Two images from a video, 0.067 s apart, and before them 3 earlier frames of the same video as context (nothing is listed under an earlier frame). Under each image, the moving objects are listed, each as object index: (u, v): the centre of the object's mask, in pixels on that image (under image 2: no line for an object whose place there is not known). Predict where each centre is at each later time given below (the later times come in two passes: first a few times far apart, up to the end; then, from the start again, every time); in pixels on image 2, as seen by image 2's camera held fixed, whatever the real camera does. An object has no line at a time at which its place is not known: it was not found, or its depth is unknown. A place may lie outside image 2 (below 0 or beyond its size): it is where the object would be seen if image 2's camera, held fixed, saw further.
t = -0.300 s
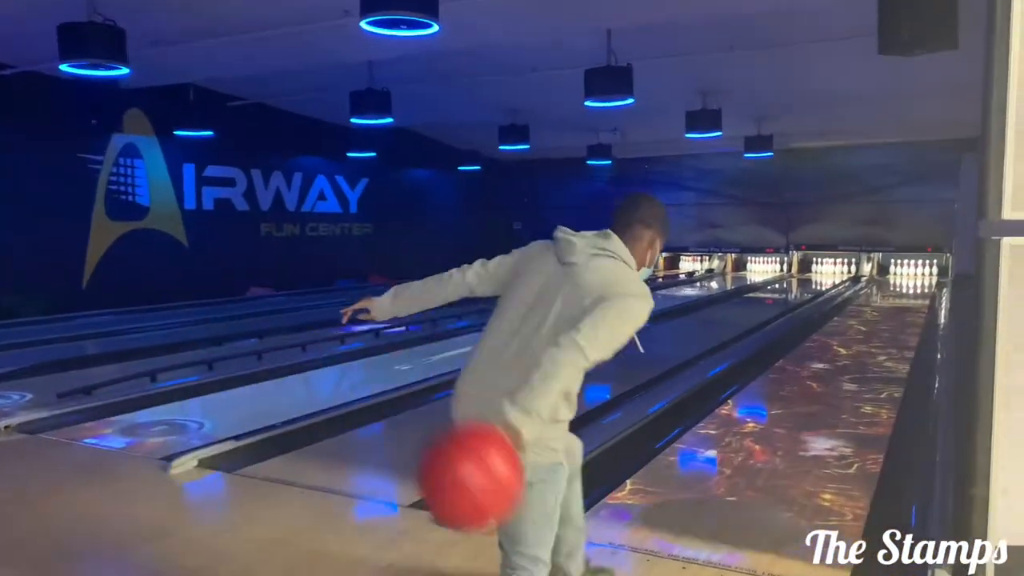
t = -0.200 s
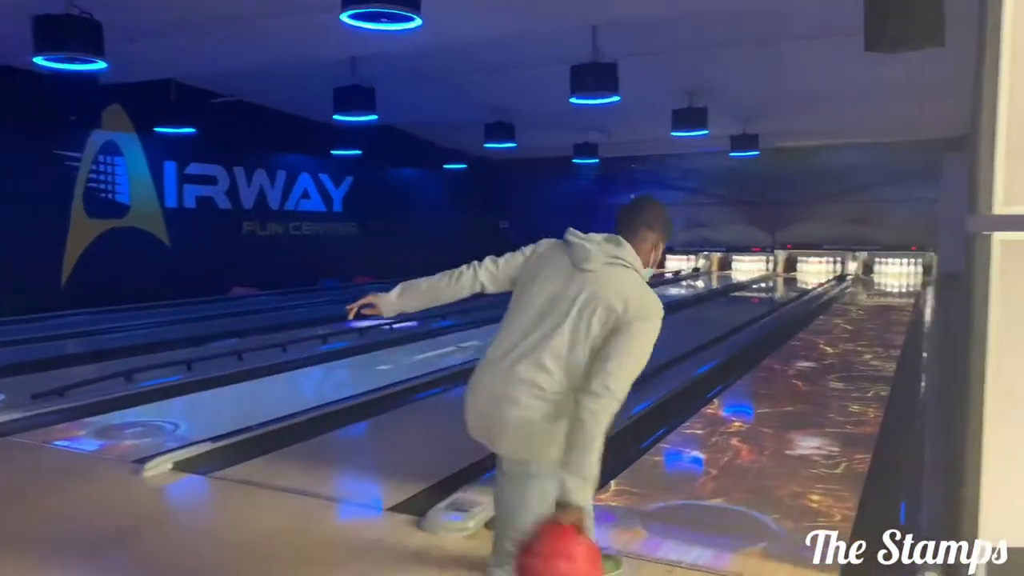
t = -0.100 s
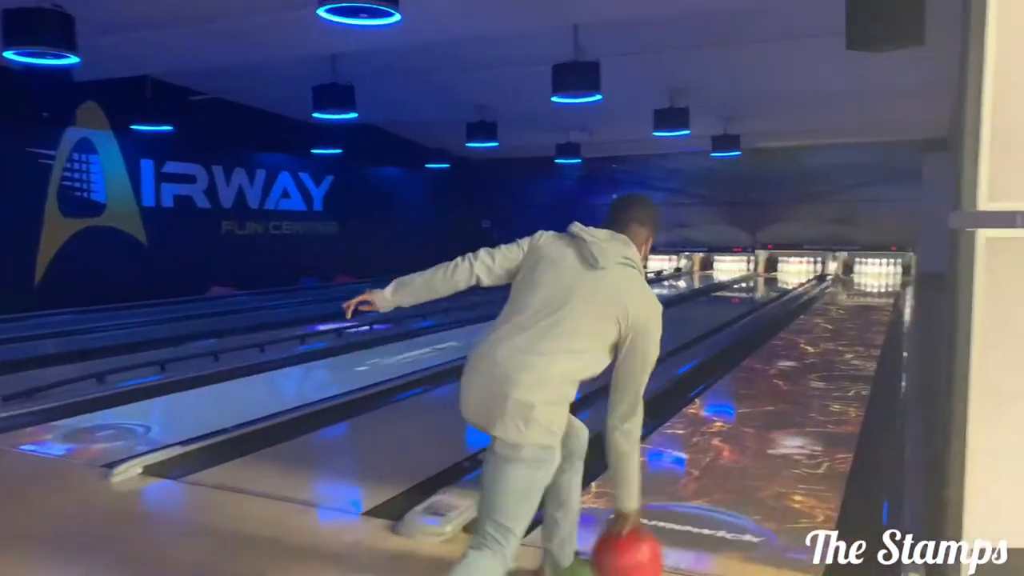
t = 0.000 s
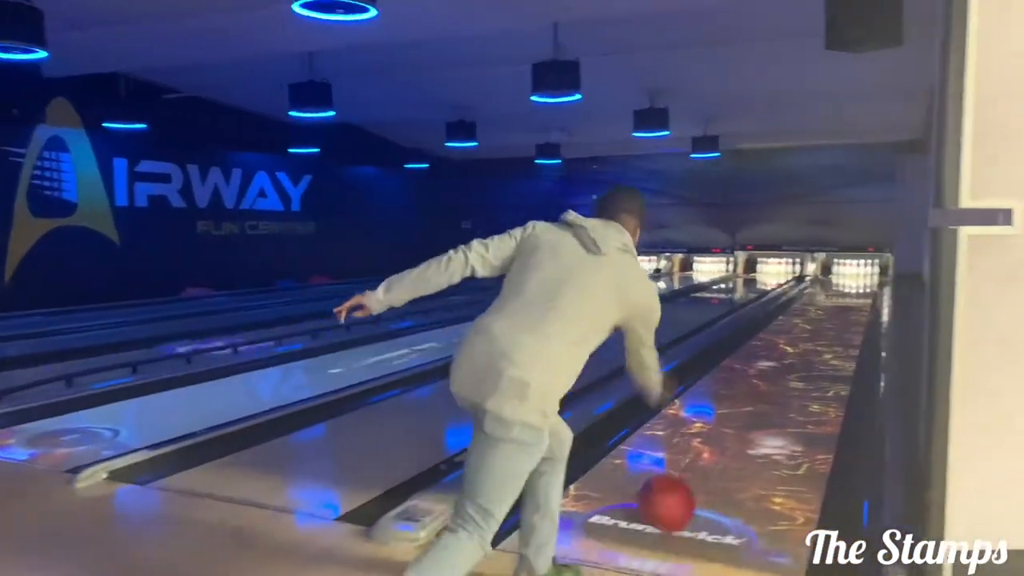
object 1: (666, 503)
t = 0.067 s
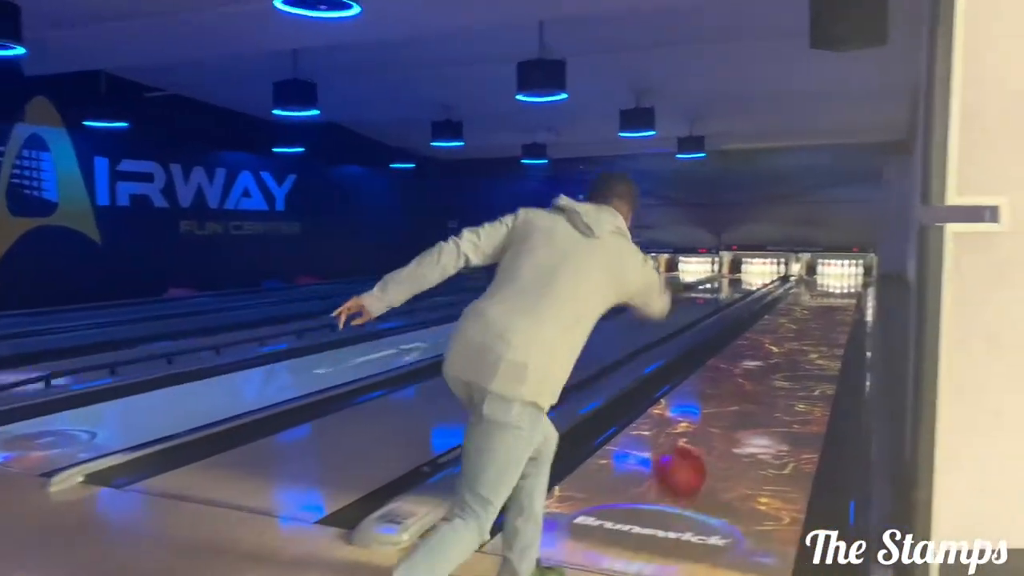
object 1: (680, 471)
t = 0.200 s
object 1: (719, 423)
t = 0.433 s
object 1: (759, 370)
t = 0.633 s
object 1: (780, 345)
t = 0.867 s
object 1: (797, 325)
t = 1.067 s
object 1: (803, 315)
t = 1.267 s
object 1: (813, 304)
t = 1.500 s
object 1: (820, 294)
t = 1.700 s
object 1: (825, 289)
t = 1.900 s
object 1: (828, 283)
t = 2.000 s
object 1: (830, 281)
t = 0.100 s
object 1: (691, 459)
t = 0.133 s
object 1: (702, 445)
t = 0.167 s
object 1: (712, 433)
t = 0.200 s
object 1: (719, 423)
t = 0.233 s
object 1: (727, 414)
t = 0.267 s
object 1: (734, 404)
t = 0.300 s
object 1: (739, 398)
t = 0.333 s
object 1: (744, 389)
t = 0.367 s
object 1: (750, 383)
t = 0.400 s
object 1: (754, 377)
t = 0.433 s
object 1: (759, 370)
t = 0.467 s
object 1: (768, 366)
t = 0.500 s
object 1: (769, 361)
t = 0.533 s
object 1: (772, 357)
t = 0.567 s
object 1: (775, 355)
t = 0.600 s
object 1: (777, 350)
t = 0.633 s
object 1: (780, 345)
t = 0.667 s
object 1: (782, 342)
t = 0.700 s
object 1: (786, 339)
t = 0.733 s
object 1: (788, 336)
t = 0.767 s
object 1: (790, 333)
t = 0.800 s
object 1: (792, 329)
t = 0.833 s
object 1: (795, 328)
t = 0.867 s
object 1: (797, 325)
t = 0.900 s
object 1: (798, 323)
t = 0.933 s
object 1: (800, 320)
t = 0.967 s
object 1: (801, 319)
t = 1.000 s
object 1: (802, 318)
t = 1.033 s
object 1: (802, 317)
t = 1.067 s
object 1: (803, 315)
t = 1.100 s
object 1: (806, 312)
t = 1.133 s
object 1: (808, 310)
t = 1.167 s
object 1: (810, 307)
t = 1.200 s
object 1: (811, 305)
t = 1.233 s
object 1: (812, 303)
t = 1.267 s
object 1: (813, 304)
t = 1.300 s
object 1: (815, 301)
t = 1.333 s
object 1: (815, 301)
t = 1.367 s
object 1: (816, 298)
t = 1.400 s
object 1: (817, 298)
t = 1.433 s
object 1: (818, 296)
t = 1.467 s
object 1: (818, 296)
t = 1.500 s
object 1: (820, 294)
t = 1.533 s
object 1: (820, 293)
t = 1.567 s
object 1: (821, 292)
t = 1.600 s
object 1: (823, 291)
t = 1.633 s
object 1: (823, 290)
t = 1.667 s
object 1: (824, 291)
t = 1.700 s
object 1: (825, 289)
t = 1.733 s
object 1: (826, 288)
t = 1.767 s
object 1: (827, 286)
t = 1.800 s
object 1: (828, 286)
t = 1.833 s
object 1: (828, 285)
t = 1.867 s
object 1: (827, 284)
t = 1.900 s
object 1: (828, 283)
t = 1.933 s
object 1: (829, 282)
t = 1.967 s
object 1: (829, 281)
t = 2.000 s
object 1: (830, 281)
